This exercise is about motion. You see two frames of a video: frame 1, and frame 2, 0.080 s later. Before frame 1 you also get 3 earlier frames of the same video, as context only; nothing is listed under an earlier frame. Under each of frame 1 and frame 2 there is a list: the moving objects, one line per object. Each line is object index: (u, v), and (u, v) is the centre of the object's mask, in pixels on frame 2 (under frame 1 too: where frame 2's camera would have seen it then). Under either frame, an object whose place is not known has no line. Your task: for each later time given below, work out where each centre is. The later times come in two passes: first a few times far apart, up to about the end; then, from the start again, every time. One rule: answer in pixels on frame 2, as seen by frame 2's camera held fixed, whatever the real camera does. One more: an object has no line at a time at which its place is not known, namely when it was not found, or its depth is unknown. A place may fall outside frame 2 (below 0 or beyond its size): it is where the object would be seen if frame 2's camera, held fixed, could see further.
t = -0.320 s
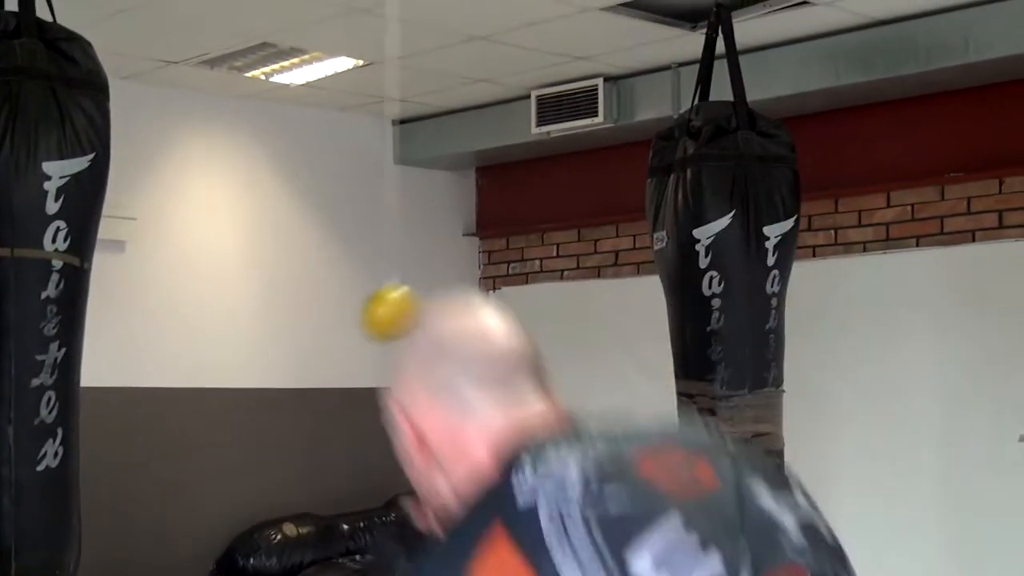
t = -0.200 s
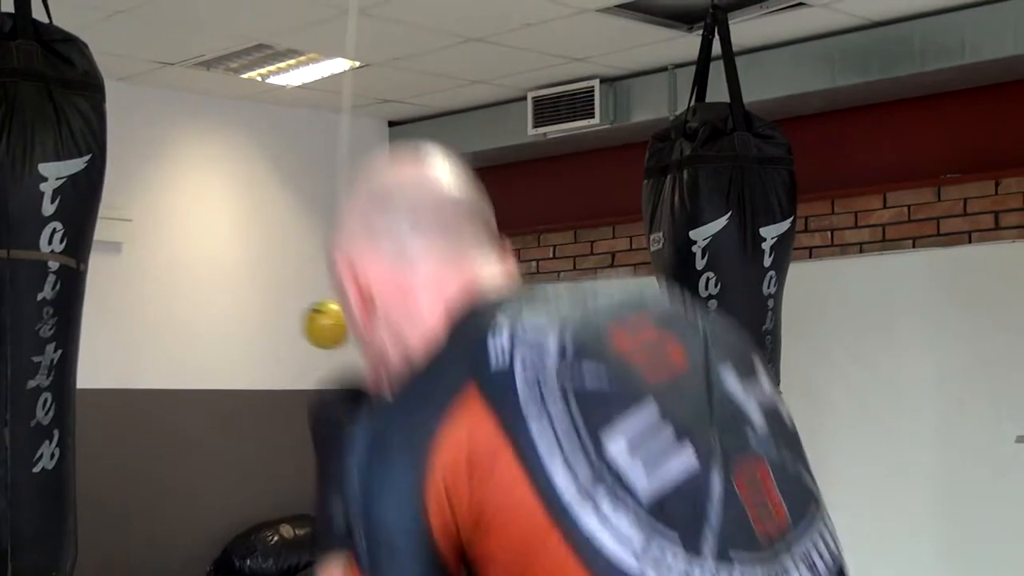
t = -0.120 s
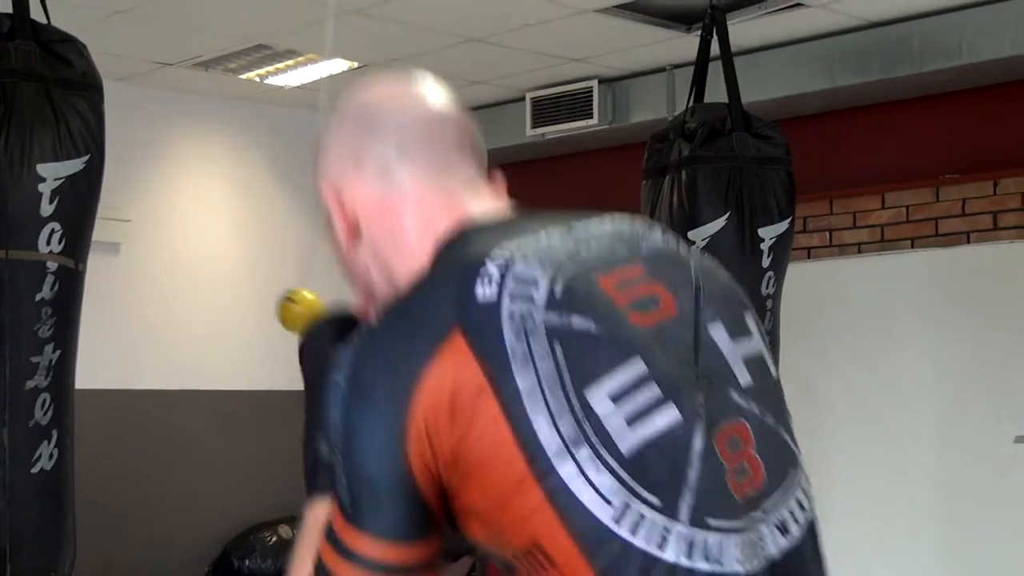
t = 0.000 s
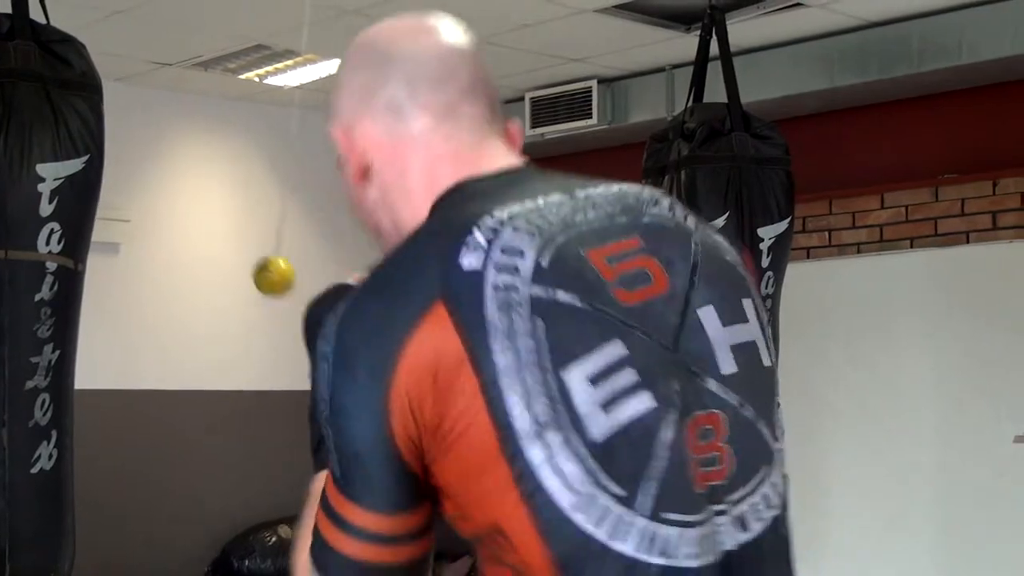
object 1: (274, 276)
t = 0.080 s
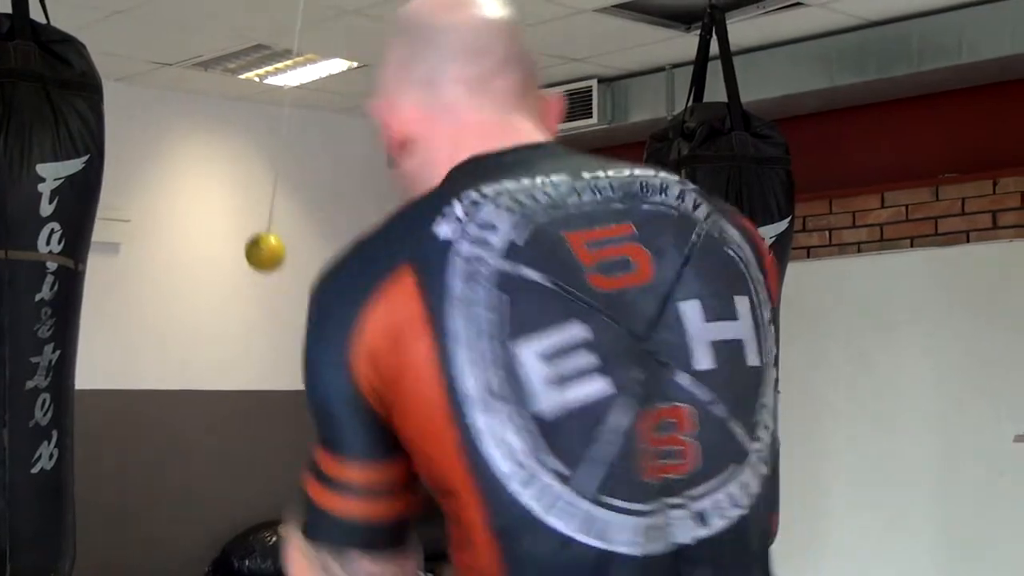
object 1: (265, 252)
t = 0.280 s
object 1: (263, 215)
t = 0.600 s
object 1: (309, 264)
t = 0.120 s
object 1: (262, 241)
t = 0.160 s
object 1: (261, 232)
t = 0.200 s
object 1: (261, 224)
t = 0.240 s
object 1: (262, 219)
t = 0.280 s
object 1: (263, 215)
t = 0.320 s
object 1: (266, 214)
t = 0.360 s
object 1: (269, 216)
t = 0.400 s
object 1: (274, 219)
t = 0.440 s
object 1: (279, 225)
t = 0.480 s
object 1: (285, 232)
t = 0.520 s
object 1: (292, 241)
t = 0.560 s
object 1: (300, 252)
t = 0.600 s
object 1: (309, 264)
